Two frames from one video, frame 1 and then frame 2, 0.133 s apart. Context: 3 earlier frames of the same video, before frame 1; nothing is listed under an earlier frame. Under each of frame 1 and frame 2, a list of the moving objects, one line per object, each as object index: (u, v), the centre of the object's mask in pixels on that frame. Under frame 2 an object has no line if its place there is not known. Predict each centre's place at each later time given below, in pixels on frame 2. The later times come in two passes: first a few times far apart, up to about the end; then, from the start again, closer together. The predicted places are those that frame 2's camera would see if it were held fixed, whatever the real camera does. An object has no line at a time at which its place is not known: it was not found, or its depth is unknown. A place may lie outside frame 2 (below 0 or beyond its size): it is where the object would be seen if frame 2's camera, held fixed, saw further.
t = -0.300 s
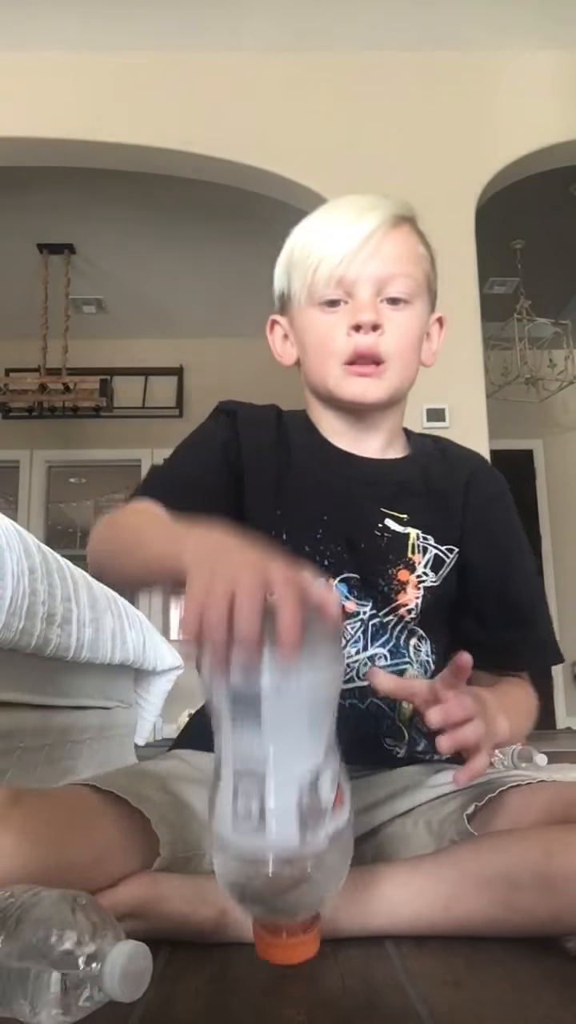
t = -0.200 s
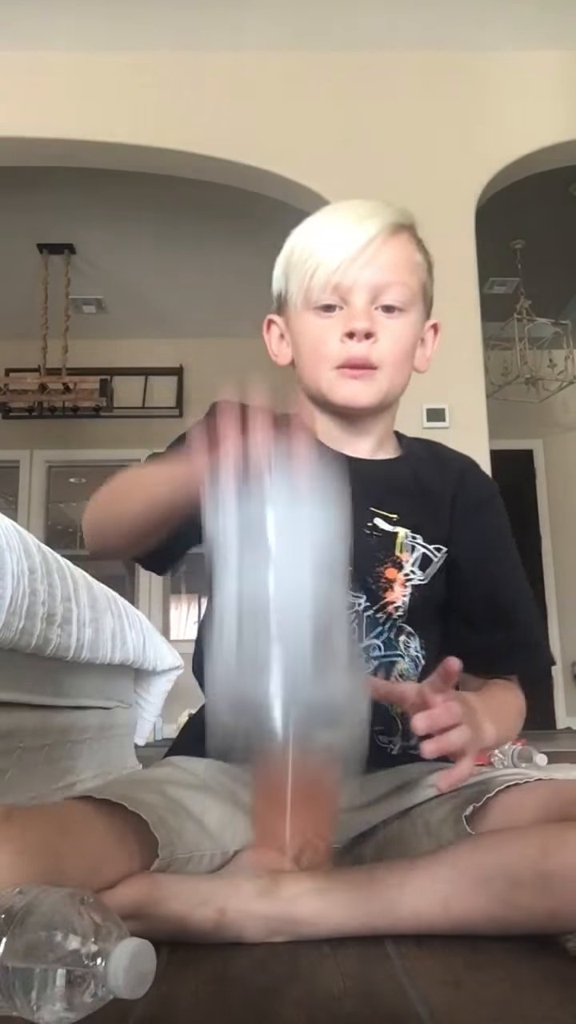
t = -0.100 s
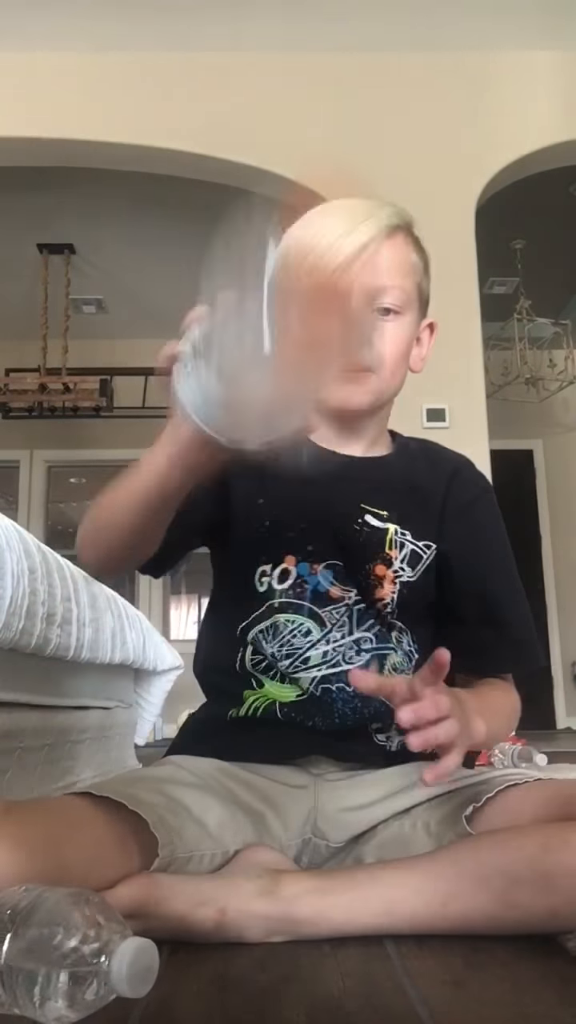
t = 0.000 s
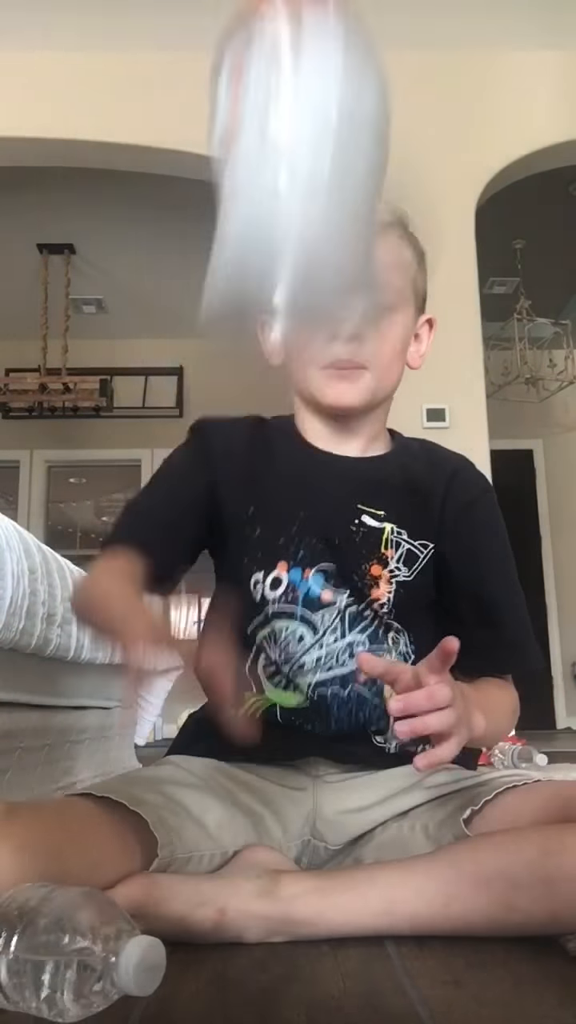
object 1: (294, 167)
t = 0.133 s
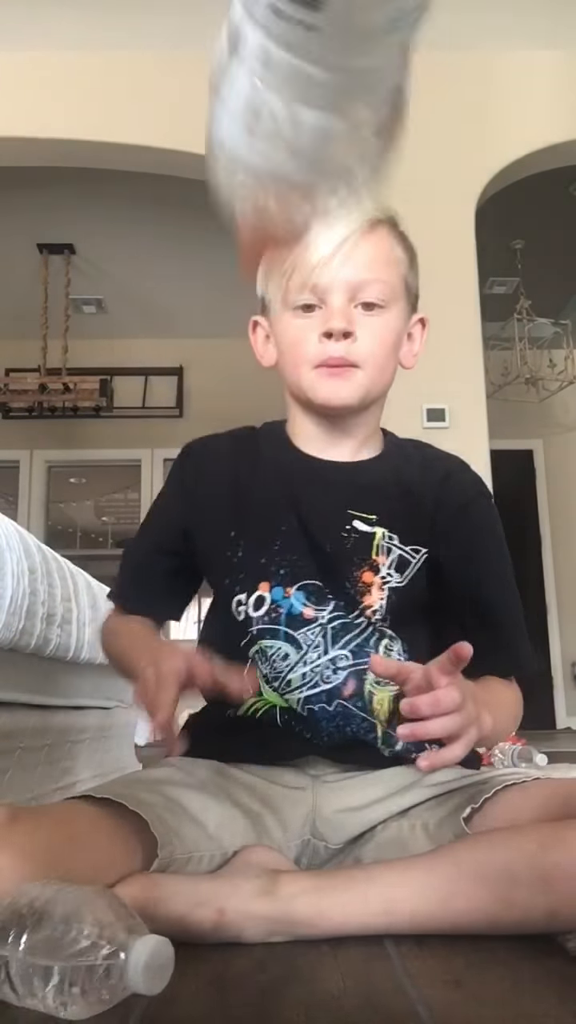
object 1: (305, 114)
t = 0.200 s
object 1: (326, 173)
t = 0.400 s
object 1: (345, 781)
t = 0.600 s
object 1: (375, 782)
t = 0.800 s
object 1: (372, 779)
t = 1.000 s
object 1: (371, 777)
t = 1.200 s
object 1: (371, 779)
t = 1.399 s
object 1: (370, 779)
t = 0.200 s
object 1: (326, 173)
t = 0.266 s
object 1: (346, 384)
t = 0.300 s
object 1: (352, 727)
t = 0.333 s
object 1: (352, 778)
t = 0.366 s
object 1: (339, 780)
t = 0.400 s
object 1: (345, 781)
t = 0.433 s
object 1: (354, 783)
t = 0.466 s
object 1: (361, 785)
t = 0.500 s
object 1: (365, 782)
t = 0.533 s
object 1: (370, 782)
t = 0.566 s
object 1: (375, 782)
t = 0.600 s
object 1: (375, 782)
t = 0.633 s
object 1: (373, 779)
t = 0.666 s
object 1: (368, 776)
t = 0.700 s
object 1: (369, 775)
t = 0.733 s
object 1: (370, 774)
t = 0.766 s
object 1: (372, 776)
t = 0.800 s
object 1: (372, 779)
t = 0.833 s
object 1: (370, 784)
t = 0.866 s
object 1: (370, 787)
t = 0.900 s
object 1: (371, 786)
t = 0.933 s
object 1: (371, 784)
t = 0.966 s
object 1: (371, 781)
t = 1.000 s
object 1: (371, 777)
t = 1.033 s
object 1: (371, 778)
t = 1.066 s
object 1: (371, 779)
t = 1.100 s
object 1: (371, 778)
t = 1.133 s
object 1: (370, 777)
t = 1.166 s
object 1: (370, 778)
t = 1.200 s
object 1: (371, 779)
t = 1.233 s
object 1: (371, 779)
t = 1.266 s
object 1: (371, 779)
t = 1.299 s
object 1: (371, 779)
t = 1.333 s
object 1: (371, 779)
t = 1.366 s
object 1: (371, 778)
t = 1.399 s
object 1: (370, 779)
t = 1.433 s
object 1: (370, 778)
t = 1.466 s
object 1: (371, 778)
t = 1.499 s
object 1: (371, 778)
